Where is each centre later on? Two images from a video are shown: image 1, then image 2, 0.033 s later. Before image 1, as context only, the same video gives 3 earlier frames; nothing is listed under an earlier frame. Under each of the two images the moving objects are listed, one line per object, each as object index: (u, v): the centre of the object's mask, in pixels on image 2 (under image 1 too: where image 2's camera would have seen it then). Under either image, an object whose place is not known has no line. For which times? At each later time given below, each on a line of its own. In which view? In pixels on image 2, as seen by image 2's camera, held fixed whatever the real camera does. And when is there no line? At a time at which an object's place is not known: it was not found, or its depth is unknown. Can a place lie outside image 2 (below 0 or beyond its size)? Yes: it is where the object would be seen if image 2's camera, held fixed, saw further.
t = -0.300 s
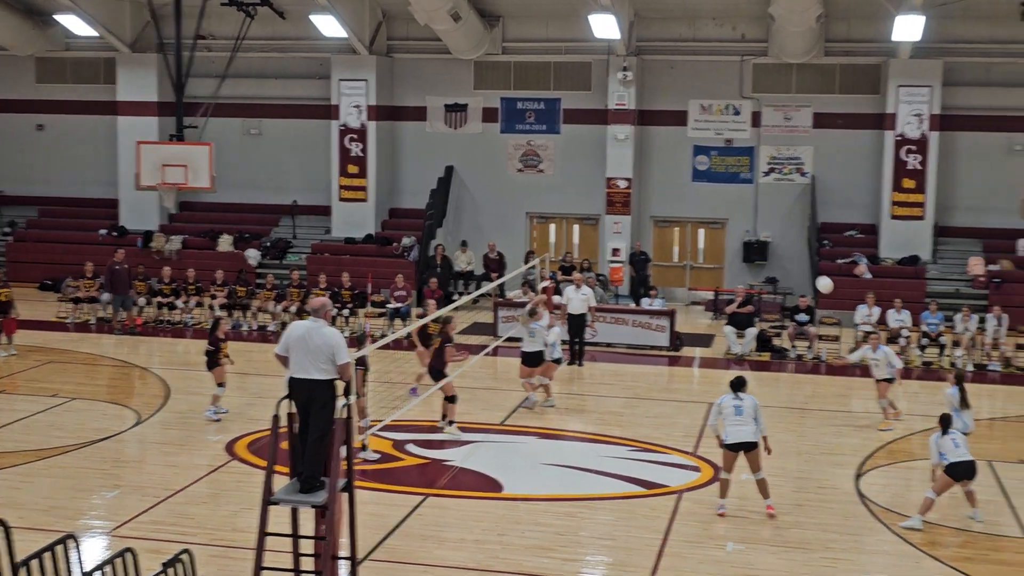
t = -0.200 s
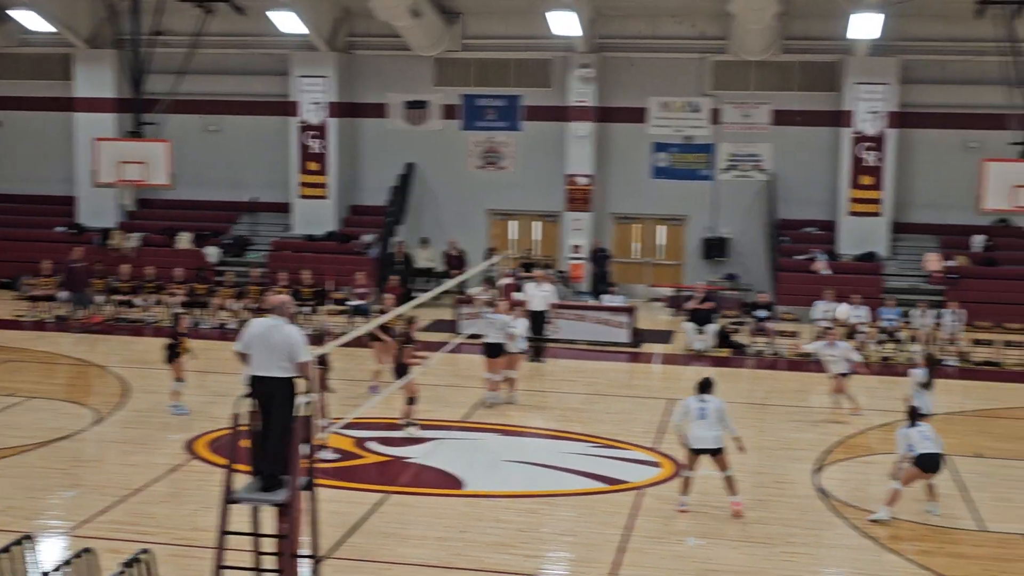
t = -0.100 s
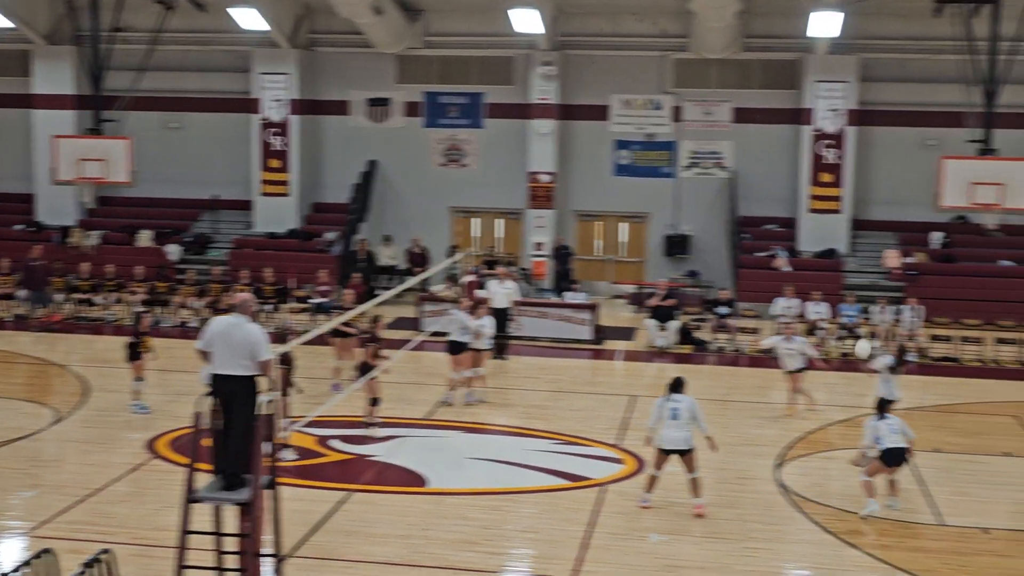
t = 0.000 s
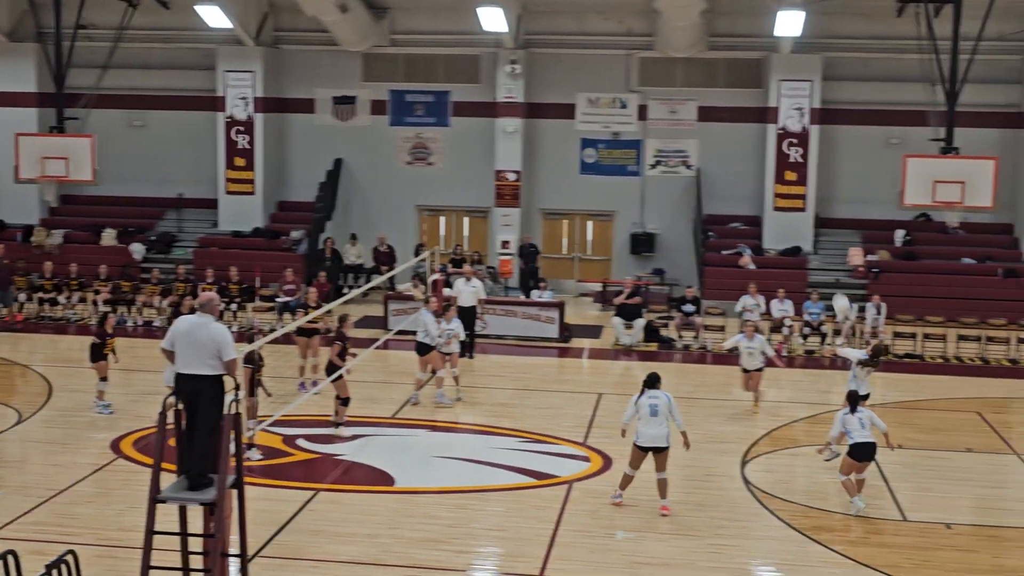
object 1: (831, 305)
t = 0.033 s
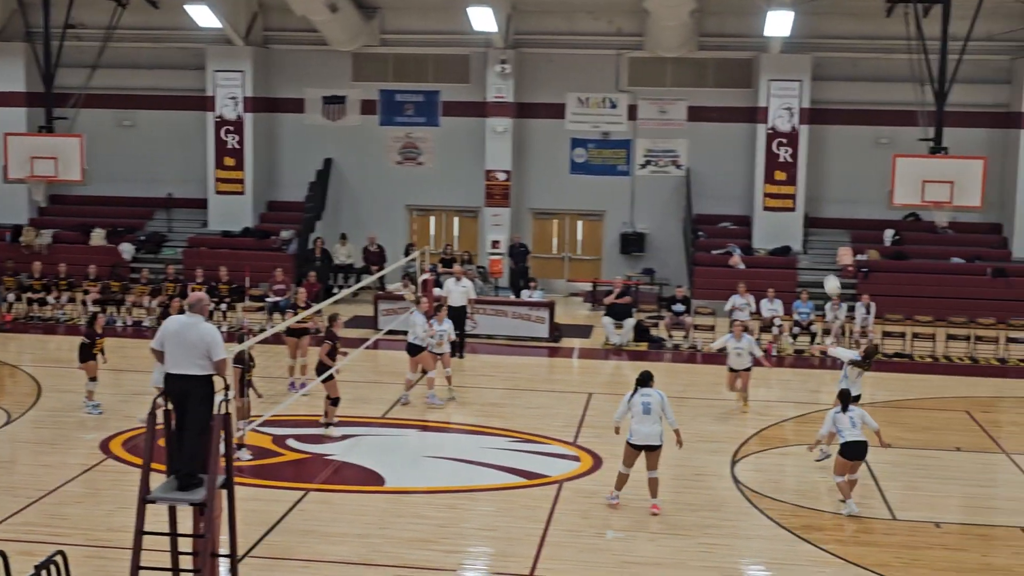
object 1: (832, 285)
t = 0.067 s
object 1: (833, 267)
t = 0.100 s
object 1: (833, 251)
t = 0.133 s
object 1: (833, 235)
